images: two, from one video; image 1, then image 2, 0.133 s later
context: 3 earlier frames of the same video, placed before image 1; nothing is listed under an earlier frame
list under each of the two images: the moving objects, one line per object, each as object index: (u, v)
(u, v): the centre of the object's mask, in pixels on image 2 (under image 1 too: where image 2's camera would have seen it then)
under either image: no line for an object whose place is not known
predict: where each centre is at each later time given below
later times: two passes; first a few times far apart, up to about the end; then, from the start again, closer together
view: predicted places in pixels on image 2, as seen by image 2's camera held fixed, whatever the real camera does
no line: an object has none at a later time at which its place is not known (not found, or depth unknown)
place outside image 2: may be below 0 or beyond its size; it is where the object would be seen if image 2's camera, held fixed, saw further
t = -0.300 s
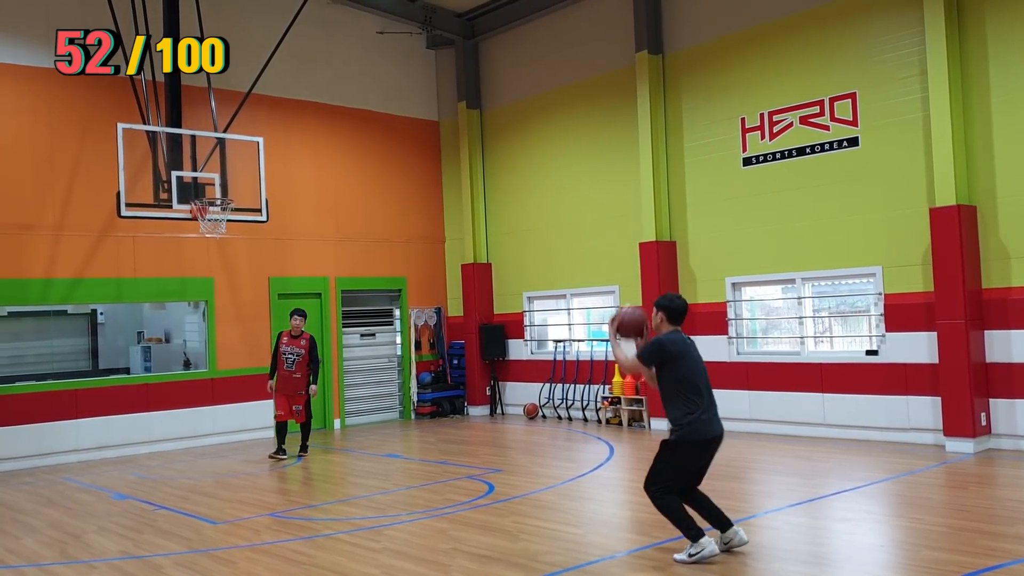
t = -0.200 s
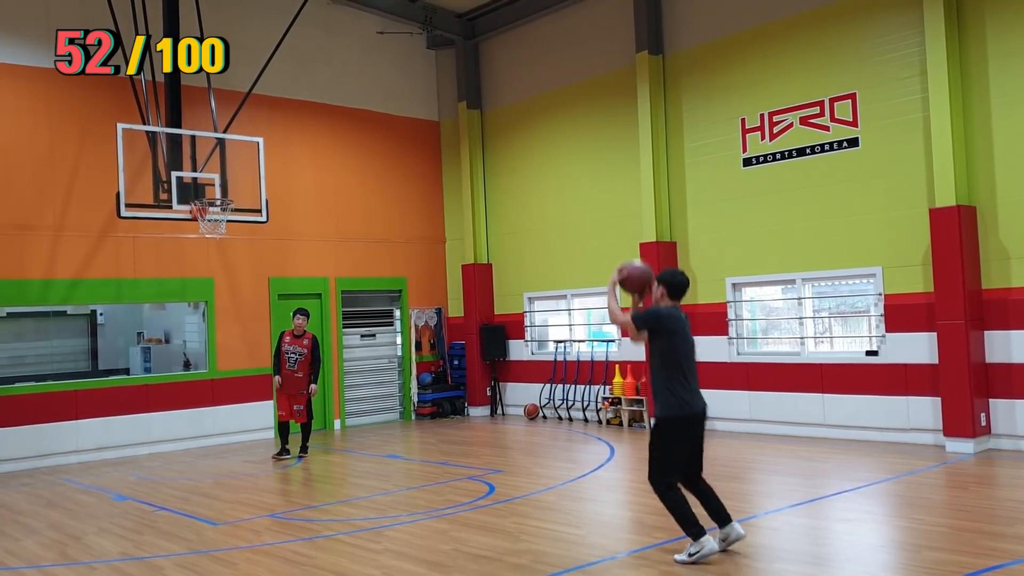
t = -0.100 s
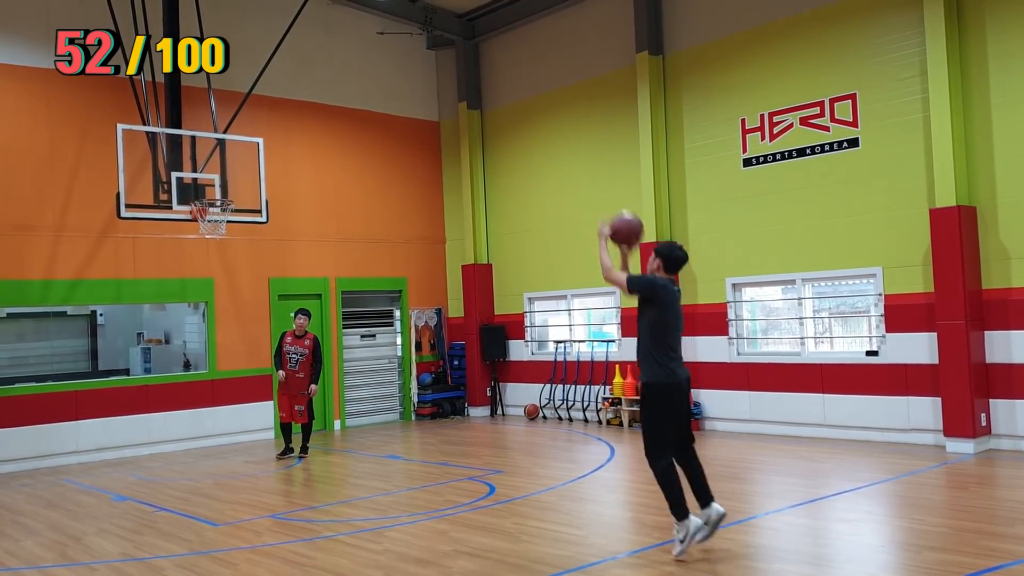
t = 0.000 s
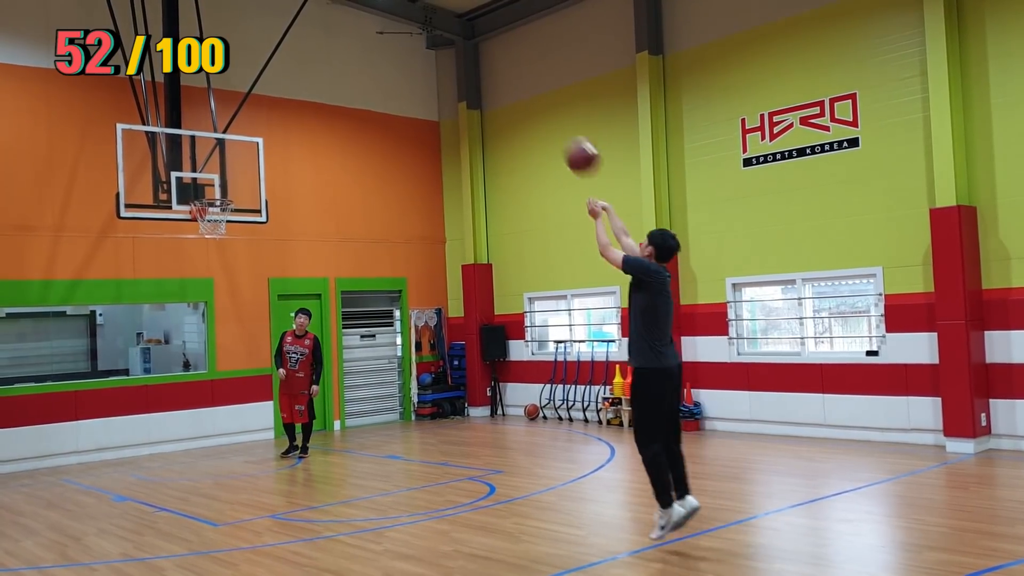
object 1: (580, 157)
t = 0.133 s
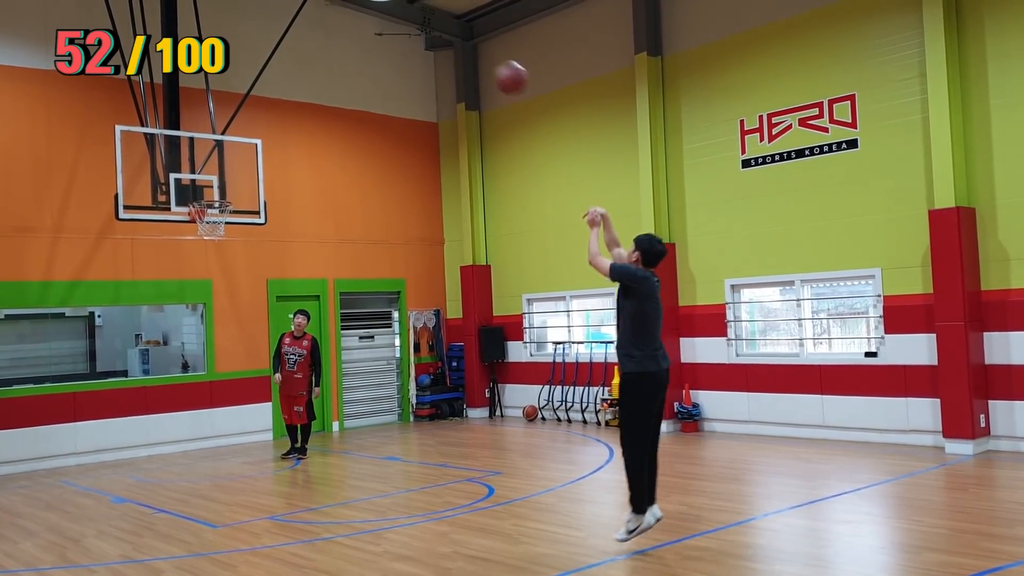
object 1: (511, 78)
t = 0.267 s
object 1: (452, 30)
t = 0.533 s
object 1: (356, 5)
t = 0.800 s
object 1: (286, 49)
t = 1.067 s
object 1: (231, 145)
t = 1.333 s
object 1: (210, 210)
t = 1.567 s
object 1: (209, 241)
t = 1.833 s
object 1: (210, 324)
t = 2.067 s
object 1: (213, 445)
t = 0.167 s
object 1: (495, 63)
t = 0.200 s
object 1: (480, 50)
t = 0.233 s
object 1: (466, 40)
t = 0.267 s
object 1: (452, 30)
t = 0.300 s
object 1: (440, 22)
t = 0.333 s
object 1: (426, 16)
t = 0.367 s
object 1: (414, 11)
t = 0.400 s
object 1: (403, 9)
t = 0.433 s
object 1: (391, 7)
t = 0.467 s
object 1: (379, 5)
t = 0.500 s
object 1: (366, 5)
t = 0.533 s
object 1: (356, 5)
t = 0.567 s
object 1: (347, 6)
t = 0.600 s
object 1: (338, 10)
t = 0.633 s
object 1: (329, 14)
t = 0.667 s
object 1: (320, 19)
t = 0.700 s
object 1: (312, 25)
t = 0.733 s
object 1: (303, 32)
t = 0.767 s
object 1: (295, 41)
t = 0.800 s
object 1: (286, 49)
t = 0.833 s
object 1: (279, 59)
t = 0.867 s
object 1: (272, 69)
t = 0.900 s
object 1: (265, 79)
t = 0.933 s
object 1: (258, 91)
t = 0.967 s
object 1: (251, 103)
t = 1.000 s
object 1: (244, 116)
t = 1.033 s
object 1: (237, 130)
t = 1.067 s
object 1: (231, 145)
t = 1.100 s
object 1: (225, 160)
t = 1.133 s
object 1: (219, 175)
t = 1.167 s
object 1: (214, 191)
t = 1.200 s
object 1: (207, 210)
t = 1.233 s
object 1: (208, 213)
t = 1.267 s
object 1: (210, 215)
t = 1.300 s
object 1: (210, 213)
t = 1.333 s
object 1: (210, 210)
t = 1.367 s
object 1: (212, 219)
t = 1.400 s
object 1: (213, 221)
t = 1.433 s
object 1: (213, 223)
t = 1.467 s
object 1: (212, 227)
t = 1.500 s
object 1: (211, 232)
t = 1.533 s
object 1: (210, 236)
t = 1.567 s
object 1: (209, 241)
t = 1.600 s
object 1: (209, 247)
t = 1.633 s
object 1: (209, 256)
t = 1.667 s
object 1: (209, 264)
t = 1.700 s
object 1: (209, 274)
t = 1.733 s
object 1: (210, 286)
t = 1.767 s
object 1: (210, 298)
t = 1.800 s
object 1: (210, 311)
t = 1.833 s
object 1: (210, 324)
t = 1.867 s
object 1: (210, 340)
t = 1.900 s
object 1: (211, 355)
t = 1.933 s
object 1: (211, 371)
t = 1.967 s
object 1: (212, 389)
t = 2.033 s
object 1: (213, 425)
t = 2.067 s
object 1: (213, 445)
